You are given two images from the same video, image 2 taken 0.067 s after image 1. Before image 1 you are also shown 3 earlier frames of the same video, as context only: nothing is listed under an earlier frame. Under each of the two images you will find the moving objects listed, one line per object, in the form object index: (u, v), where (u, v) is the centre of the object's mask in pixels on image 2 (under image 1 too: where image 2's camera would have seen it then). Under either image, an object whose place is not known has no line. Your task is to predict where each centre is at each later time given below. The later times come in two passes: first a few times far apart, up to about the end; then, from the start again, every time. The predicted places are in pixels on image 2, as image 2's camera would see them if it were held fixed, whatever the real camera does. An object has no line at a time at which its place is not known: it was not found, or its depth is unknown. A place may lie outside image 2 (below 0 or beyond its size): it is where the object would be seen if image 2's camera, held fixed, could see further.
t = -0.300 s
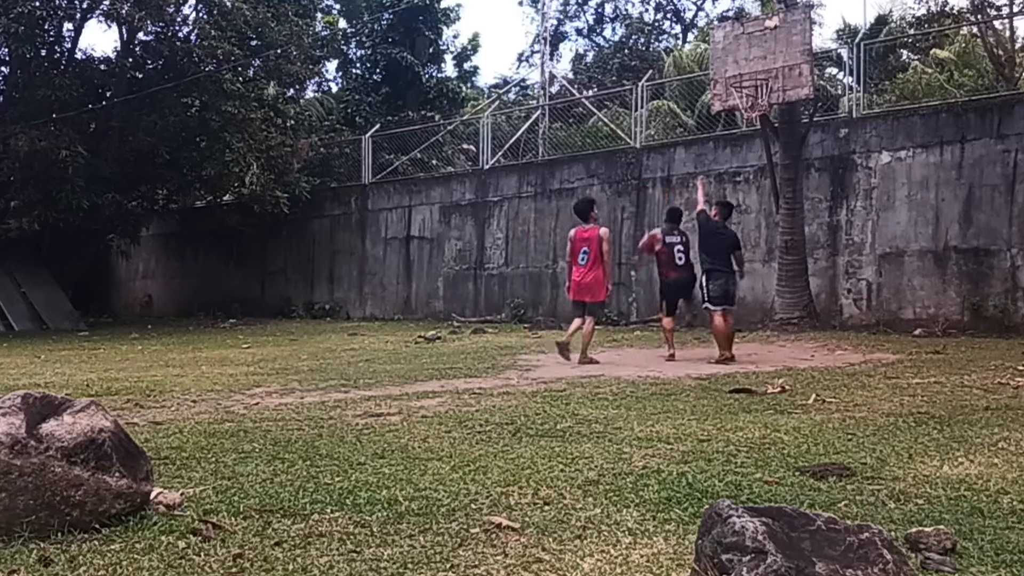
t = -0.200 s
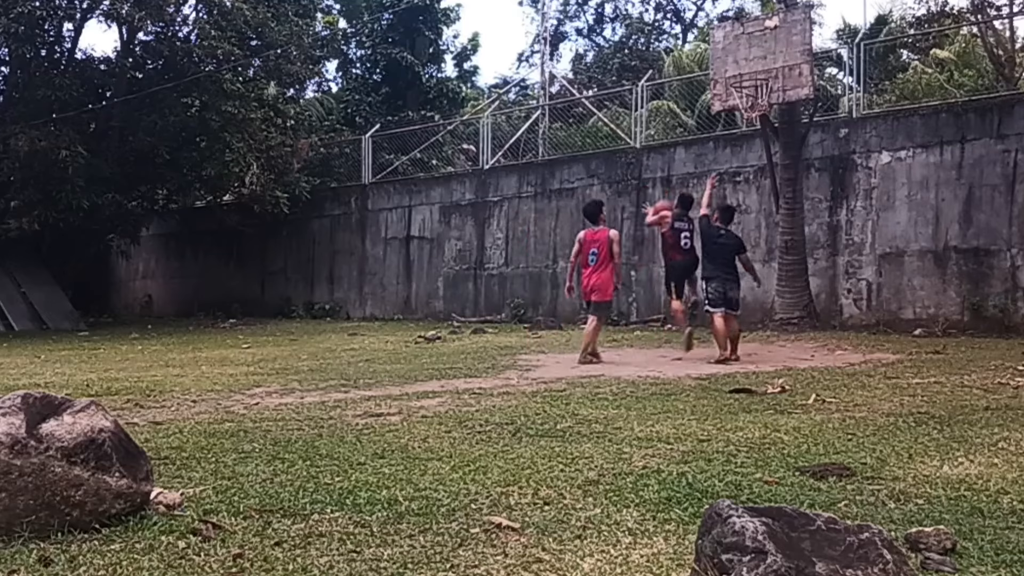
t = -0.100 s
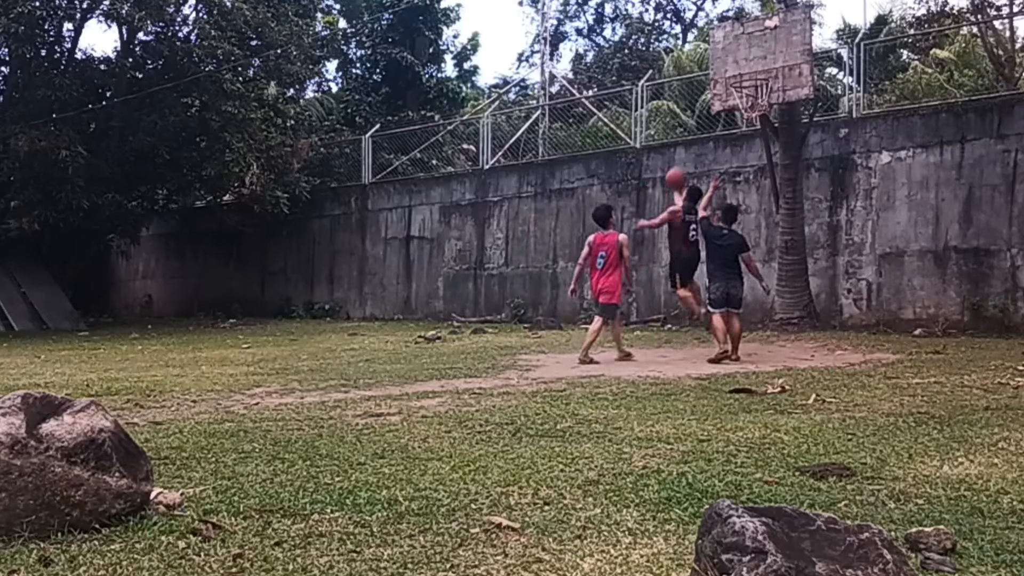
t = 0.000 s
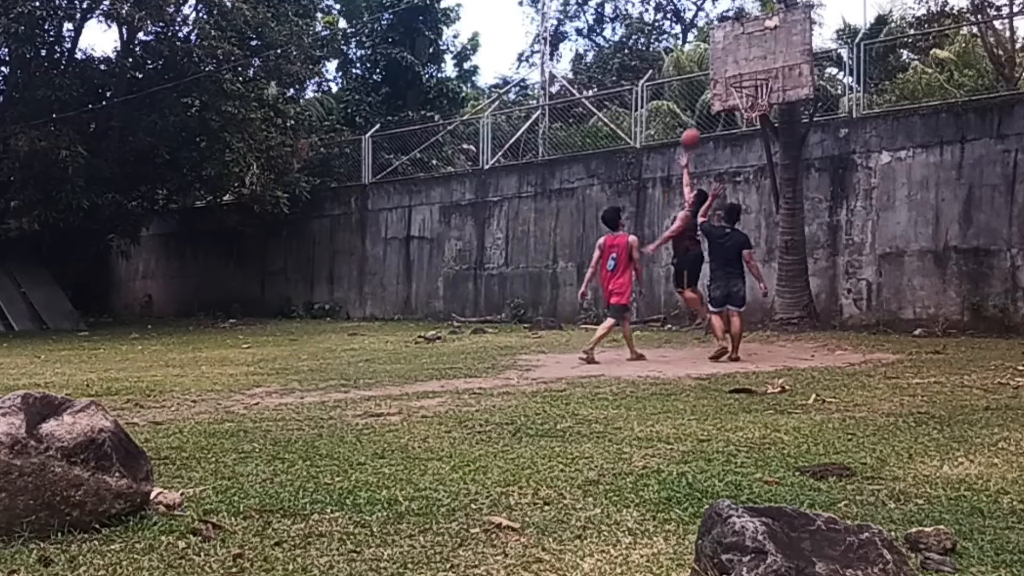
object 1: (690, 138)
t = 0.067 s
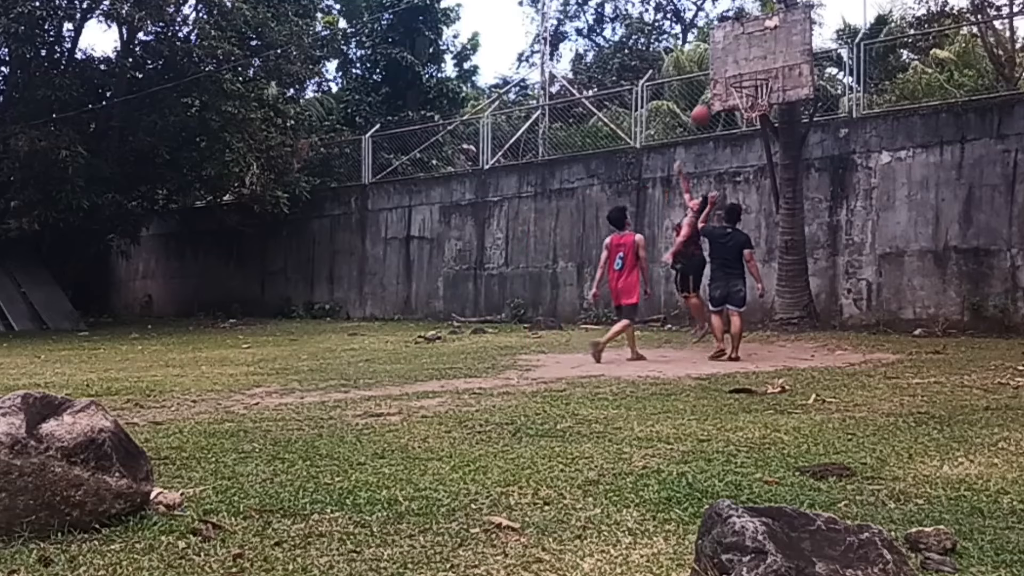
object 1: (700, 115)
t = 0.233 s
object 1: (724, 74)
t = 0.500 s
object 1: (733, 54)
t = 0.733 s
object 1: (744, 72)
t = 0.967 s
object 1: (754, 98)
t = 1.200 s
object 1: (759, 131)
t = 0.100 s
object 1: (706, 105)
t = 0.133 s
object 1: (711, 96)
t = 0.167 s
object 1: (717, 87)
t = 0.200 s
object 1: (722, 81)
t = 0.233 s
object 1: (724, 74)
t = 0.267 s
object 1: (725, 69)
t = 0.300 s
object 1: (726, 63)
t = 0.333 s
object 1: (727, 60)
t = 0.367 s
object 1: (728, 57)
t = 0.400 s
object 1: (730, 55)
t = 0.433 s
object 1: (731, 54)
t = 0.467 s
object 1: (732, 54)
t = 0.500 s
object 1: (733, 54)
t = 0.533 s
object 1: (735, 56)
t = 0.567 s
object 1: (736, 59)
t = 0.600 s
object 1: (737, 63)
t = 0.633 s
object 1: (739, 67)
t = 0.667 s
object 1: (740, 72)
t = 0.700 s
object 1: (742, 72)
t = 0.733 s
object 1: (744, 72)
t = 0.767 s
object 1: (746, 73)
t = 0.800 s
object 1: (748, 75)
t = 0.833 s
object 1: (751, 77)
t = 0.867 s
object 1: (752, 83)
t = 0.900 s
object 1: (753, 90)
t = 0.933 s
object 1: (754, 93)
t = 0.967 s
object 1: (754, 98)
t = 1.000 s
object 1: (758, 104)
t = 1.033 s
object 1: (758, 104)
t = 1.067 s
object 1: (760, 109)
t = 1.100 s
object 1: (759, 113)
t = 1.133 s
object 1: (758, 117)
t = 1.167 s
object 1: (759, 124)
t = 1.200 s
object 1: (759, 131)
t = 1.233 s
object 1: (759, 139)
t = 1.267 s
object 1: (759, 147)
